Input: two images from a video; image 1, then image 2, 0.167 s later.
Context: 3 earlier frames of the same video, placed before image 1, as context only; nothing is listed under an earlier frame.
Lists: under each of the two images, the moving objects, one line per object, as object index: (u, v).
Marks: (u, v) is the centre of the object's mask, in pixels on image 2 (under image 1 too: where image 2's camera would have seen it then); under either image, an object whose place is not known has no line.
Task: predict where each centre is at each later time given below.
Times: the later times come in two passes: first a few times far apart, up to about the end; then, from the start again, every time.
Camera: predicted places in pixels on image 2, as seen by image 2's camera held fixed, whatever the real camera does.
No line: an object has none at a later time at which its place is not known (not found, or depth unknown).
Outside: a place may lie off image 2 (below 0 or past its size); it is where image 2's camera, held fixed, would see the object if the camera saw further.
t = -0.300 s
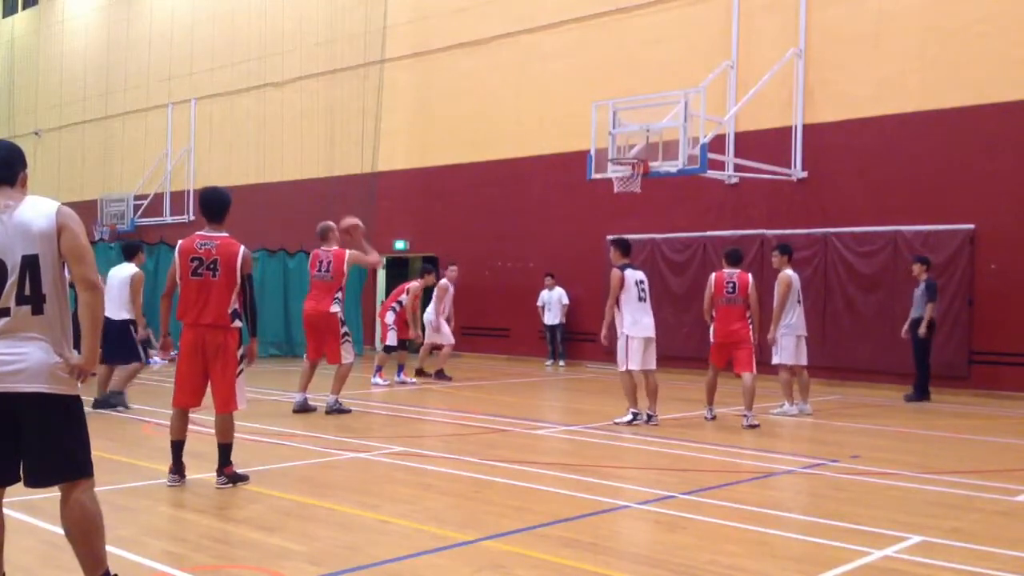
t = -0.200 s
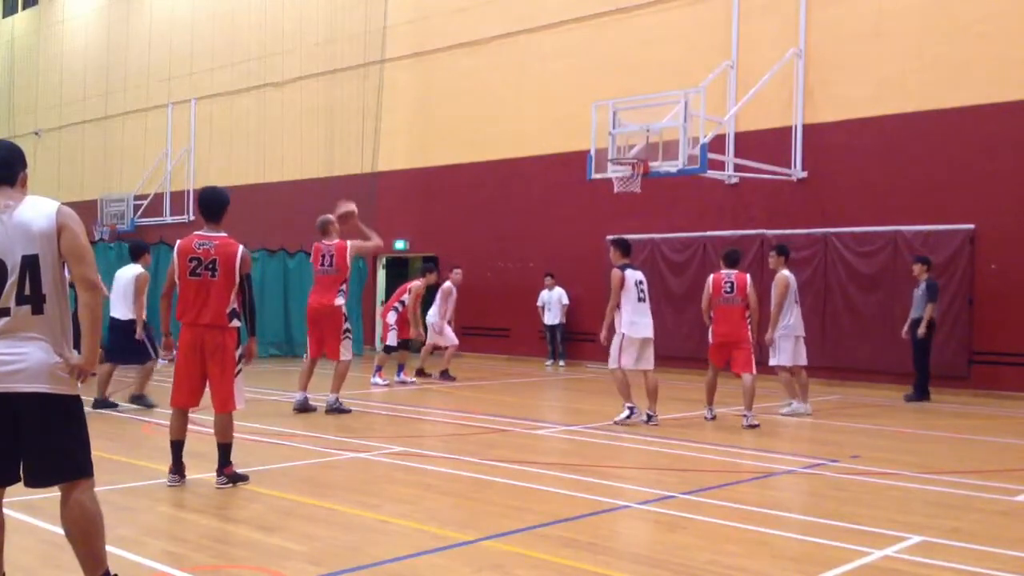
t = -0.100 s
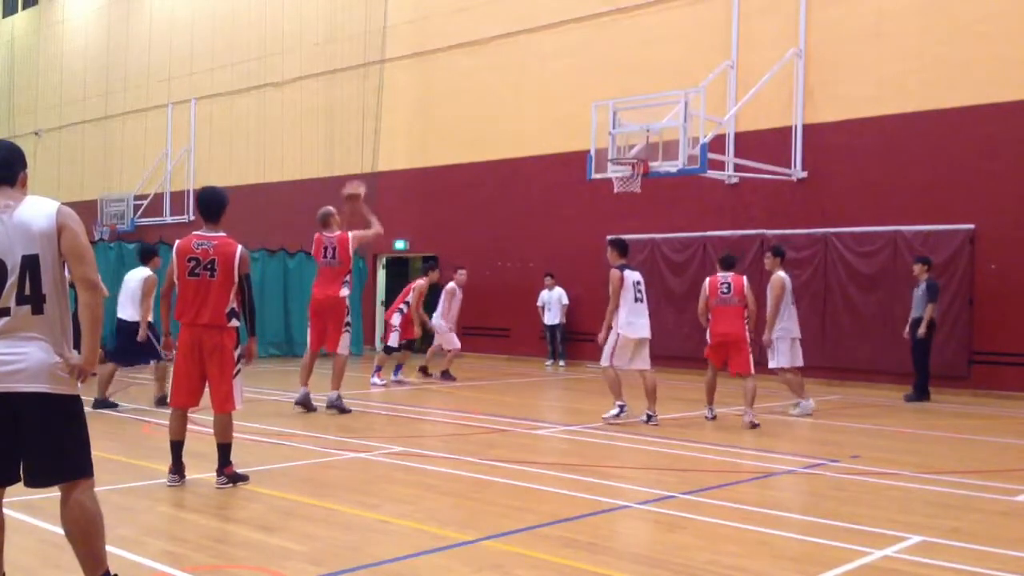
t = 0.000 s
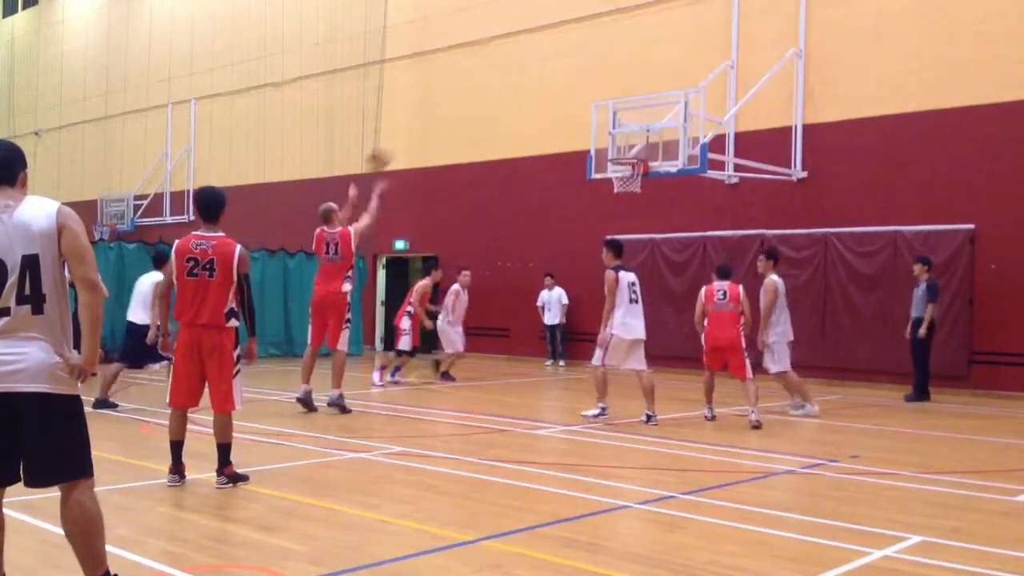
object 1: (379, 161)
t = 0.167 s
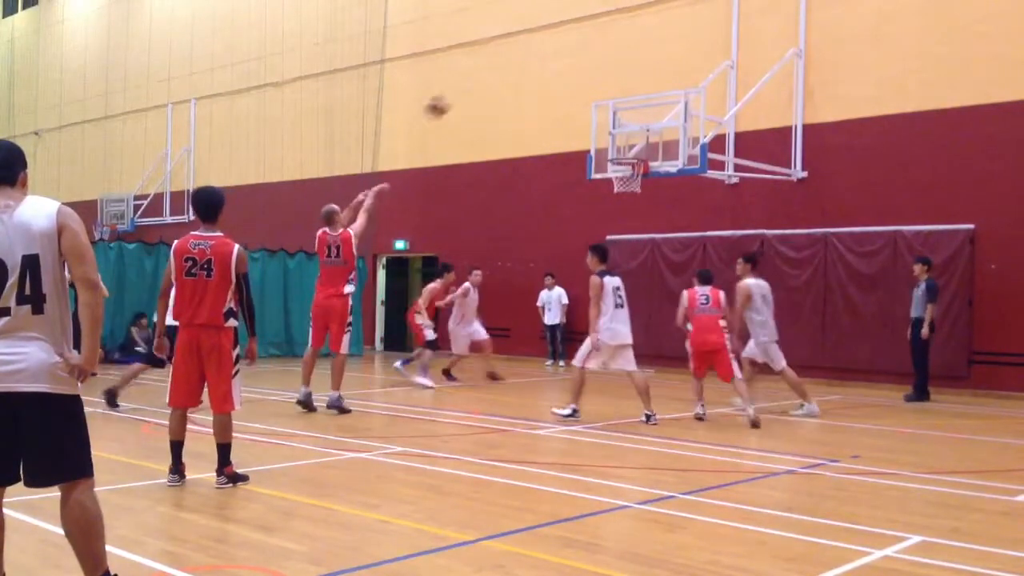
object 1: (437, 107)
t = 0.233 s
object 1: (457, 95)
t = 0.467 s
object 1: (527, 77)
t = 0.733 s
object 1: (597, 109)
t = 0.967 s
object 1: (617, 137)
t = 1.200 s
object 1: (572, 99)
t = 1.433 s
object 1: (524, 100)
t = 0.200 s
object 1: (445, 101)
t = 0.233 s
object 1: (457, 95)
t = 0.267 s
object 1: (469, 88)
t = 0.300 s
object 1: (478, 84)
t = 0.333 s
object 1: (490, 80)
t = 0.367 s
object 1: (498, 78)
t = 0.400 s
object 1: (508, 77)
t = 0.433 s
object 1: (517, 76)
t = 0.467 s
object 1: (527, 77)
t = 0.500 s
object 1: (537, 78)
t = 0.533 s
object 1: (544, 80)
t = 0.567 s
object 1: (554, 83)
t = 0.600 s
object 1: (562, 87)
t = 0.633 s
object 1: (569, 91)
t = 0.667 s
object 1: (577, 96)
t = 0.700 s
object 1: (587, 103)
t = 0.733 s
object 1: (597, 109)
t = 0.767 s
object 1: (602, 117)
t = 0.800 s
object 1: (609, 125)
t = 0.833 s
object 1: (618, 135)
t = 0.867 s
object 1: (626, 145)
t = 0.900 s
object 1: (633, 154)
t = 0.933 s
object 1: (625, 148)
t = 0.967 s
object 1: (617, 137)
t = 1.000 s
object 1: (613, 130)
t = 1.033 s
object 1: (610, 123)
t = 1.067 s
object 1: (599, 116)
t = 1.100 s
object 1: (593, 110)
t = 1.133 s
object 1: (587, 106)
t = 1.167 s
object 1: (580, 102)
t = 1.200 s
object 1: (572, 99)
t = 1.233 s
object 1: (567, 96)
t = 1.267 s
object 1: (559, 97)
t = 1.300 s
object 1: (551, 95)
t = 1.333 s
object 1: (546, 94)
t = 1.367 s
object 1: (538, 96)
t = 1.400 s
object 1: (532, 97)
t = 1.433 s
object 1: (524, 100)
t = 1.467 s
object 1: (517, 105)
